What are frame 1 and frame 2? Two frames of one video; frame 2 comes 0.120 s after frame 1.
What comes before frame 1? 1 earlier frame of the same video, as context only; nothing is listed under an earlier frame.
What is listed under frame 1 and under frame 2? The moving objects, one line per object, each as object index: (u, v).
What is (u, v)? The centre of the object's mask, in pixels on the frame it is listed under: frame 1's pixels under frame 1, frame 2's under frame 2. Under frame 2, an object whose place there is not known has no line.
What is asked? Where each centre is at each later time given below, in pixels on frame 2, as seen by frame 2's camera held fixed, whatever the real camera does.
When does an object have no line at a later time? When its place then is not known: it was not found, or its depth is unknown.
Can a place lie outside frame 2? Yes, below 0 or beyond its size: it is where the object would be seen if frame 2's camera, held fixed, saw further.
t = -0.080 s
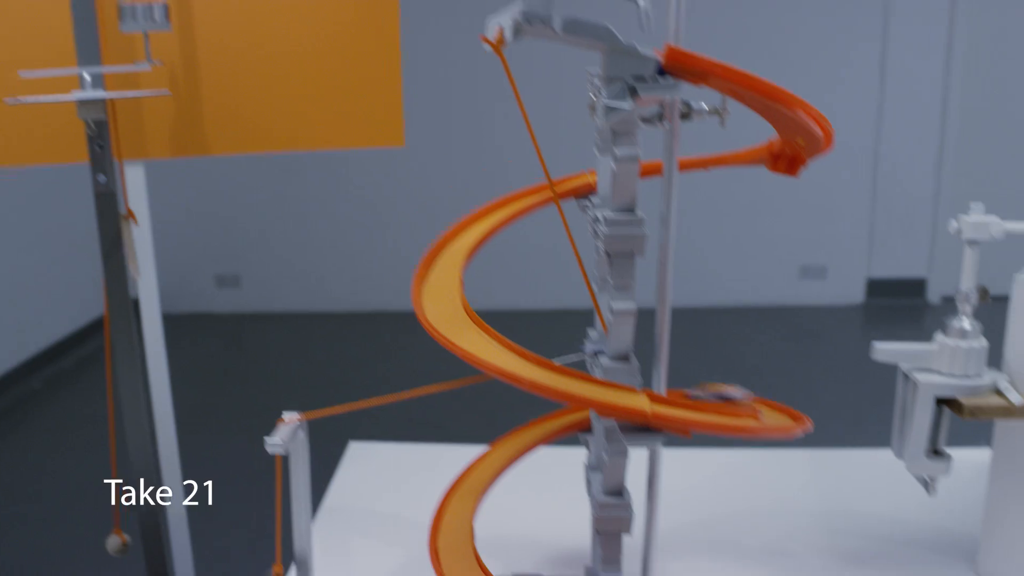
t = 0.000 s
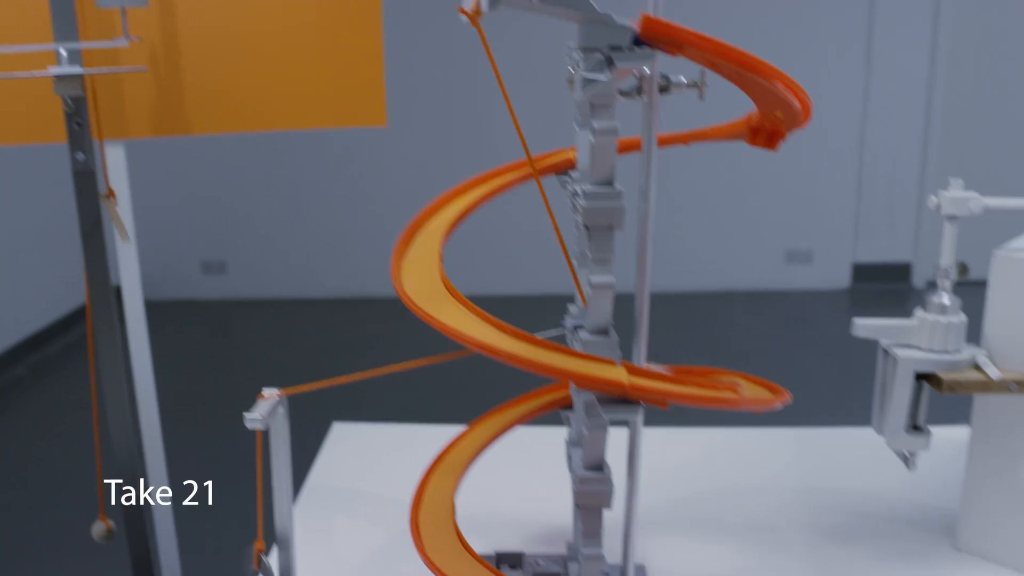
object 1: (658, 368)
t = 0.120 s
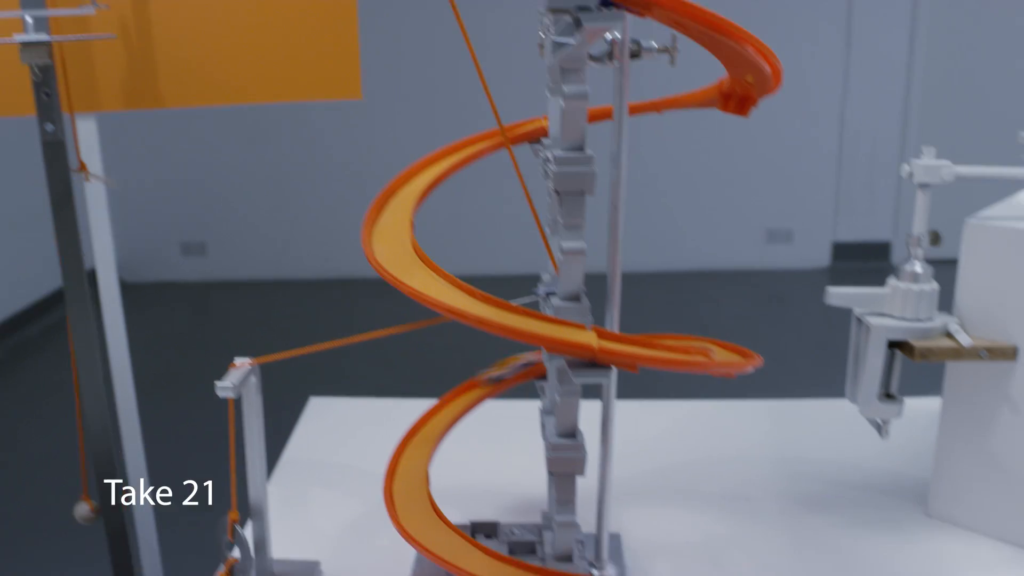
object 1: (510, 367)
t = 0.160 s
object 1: (478, 384)
